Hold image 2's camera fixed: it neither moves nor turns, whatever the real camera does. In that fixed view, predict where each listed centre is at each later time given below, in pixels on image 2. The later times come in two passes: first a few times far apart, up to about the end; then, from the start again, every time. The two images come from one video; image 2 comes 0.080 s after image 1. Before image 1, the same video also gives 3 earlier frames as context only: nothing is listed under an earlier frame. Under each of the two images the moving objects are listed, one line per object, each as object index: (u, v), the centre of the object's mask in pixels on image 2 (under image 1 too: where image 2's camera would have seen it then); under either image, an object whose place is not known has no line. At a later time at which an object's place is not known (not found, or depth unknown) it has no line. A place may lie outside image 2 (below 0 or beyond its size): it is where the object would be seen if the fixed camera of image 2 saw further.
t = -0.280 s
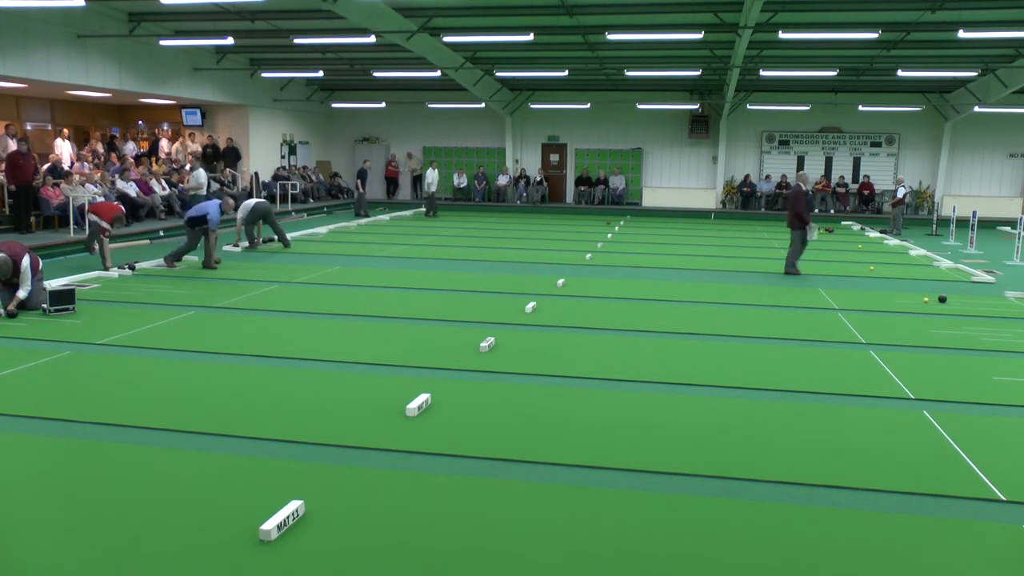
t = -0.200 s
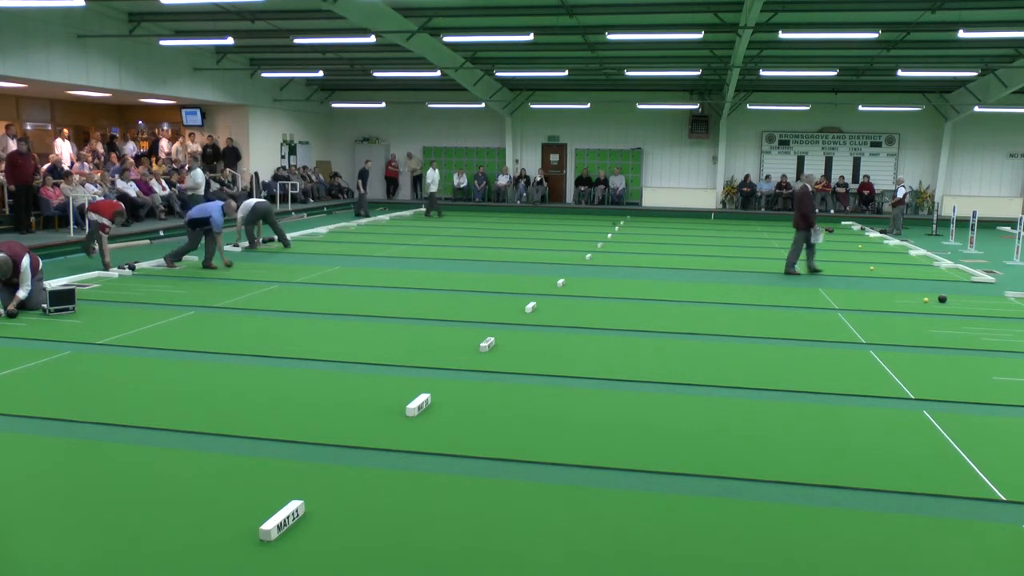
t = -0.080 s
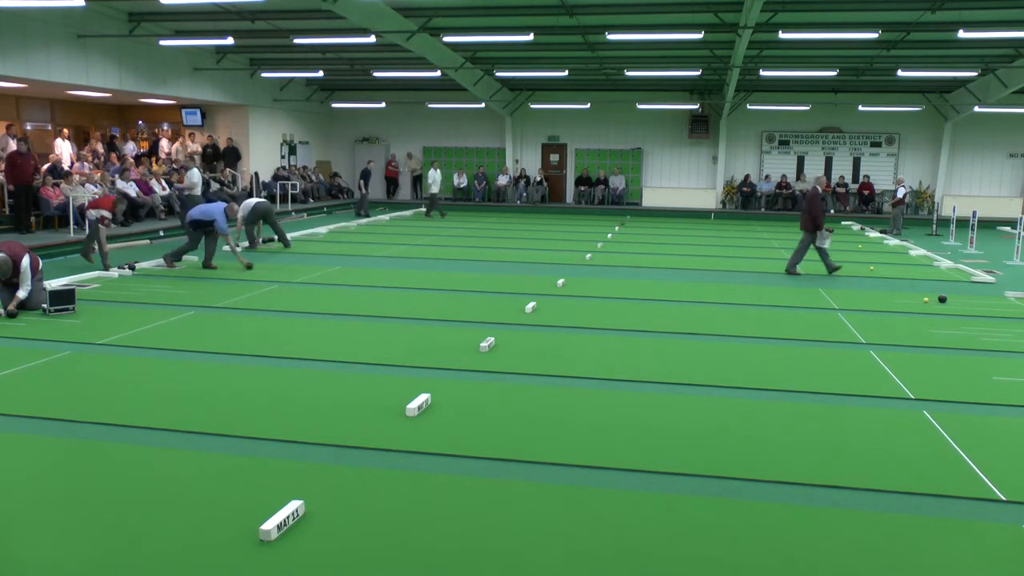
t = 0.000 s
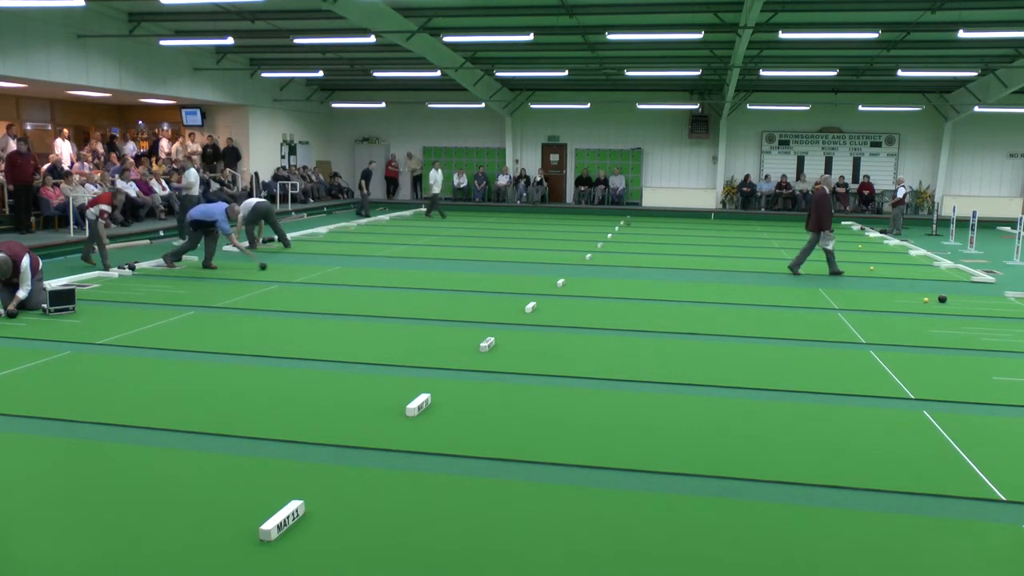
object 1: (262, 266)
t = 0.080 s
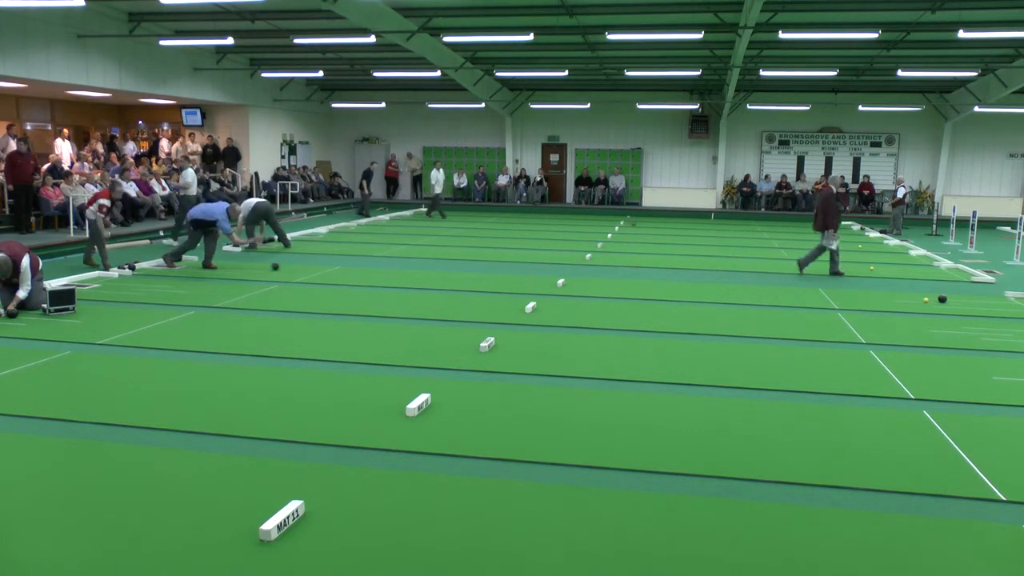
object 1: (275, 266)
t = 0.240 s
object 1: (297, 267)
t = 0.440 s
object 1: (324, 268)
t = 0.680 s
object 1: (356, 269)
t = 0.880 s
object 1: (383, 270)
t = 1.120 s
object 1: (413, 271)
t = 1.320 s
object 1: (439, 272)
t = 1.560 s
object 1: (468, 273)
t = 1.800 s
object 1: (497, 274)
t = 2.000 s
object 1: (520, 275)
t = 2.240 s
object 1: (547, 275)
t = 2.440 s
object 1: (570, 277)
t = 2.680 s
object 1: (595, 278)
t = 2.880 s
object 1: (616, 279)
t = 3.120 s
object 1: (639, 279)
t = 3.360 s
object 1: (662, 280)
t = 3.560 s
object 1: (680, 281)
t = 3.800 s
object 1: (700, 283)
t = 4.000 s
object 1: (717, 283)
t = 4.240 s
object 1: (735, 285)
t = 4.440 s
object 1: (750, 286)
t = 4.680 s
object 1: (767, 287)
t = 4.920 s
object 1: (783, 288)
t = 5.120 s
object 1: (796, 288)
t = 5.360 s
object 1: (810, 289)
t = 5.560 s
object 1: (821, 290)
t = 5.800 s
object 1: (833, 291)
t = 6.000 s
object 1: (843, 292)
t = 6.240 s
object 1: (853, 293)
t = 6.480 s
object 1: (863, 294)
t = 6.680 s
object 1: (870, 294)
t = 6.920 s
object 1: (876, 295)
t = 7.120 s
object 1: (881, 295)
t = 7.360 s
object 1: (885, 296)
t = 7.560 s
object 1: (889, 296)
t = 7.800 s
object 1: (891, 297)
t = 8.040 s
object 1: (892, 297)
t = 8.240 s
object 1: (892, 297)
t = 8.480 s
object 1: (893, 297)
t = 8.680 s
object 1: (893, 297)
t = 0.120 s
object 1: (280, 267)
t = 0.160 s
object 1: (286, 267)
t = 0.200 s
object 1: (292, 267)
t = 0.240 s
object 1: (297, 267)
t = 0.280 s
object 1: (303, 267)
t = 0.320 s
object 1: (308, 268)
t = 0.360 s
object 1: (314, 268)
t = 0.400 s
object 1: (319, 268)
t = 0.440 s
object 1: (324, 268)
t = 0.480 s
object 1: (330, 268)
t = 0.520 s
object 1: (335, 268)
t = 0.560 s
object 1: (340, 269)
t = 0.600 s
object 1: (346, 269)
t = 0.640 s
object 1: (351, 269)
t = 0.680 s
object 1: (356, 269)
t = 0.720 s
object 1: (362, 269)
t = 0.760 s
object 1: (367, 270)
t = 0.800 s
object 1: (372, 270)
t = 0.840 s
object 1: (378, 270)
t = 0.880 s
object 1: (383, 270)
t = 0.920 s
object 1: (388, 270)
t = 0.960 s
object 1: (393, 270)
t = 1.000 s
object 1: (398, 270)
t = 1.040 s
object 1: (403, 271)
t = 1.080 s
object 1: (408, 271)
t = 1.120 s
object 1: (413, 271)
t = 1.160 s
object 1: (418, 271)
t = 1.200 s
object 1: (424, 271)
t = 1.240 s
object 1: (429, 272)
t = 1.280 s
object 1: (434, 272)
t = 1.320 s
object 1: (439, 272)
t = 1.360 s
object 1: (444, 272)
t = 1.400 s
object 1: (449, 272)
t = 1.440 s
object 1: (454, 272)
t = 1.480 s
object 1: (459, 272)
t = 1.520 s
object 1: (464, 273)
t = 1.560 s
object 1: (468, 273)
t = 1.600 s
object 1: (473, 273)
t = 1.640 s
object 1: (478, 273)
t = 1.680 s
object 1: (483, 273)
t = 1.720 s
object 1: (488, 274)
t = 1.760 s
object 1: (493, 274)
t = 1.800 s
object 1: (497, 274)
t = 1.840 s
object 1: (502, 274)
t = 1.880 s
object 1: (507, 274)
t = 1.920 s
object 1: (511, 274)
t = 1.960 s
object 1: (516, 275)
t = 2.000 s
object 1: (520, 275)
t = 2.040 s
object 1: (525, 275)
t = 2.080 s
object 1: (530, 275)
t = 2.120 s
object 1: (535, 275)
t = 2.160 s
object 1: (539, 275)
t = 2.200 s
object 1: (543, 275)
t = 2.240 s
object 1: (547, 275)
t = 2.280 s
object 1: (552, 276)
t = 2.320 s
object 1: (557, 276)
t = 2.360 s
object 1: (561, 275)
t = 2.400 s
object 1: (566, 277)
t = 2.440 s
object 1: (570, 277)
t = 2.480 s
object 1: (574, 277)
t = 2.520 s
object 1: (579, 277)
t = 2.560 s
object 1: (583, 277)
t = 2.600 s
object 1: (587, 278)
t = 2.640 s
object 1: (591, 277)
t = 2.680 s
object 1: (595, 278)
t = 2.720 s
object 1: (599, 278)
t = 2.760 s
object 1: (603, 278)
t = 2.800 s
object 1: (608, 278)
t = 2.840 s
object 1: (612, 278)
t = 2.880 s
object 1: (616, 279)
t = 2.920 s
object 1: (620, 279)
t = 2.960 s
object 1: (623, 279)
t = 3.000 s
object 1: (627, 279)
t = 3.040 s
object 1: (631, 279)
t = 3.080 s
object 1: (635, 279)
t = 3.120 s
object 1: (639, 279)
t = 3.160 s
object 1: (643, 279)
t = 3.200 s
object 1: (646, 280)
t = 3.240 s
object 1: (650, 280)
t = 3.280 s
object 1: (654, 280)
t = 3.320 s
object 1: (658, 280)
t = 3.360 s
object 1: (662, 280)
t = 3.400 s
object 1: (665, 280)
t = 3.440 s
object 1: (669, 280)
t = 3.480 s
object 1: (672, 281)
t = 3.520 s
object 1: (676, 281)
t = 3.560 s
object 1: (680, 281)
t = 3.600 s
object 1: (683, 282)
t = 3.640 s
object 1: (686, 282)
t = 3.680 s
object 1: (690, 282)
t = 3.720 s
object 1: (693, 282)
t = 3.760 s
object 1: (697, 282)
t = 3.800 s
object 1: (700, 283)
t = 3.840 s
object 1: (703, 283)
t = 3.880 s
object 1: (707, 283)
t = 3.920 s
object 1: (710, 283)
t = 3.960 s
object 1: (713, 283)
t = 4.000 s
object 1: (717, 283)
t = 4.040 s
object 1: (720, 284)
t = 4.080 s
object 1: (722, 285)
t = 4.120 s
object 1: (726, 284)
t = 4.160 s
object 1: (729, 284)
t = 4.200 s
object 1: (732, 284)
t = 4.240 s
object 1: (735, 285)
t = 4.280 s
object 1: (738, 285)
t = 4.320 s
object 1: (741, 285)
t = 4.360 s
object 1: (744, 285)
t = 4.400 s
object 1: (747, 285)
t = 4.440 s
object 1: (750, 286)
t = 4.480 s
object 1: (753, 286)
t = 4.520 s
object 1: (756, 286)
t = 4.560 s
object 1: (759, 286)
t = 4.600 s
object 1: (762, 287)
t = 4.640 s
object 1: (764, 287)
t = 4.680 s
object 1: (767, 287)
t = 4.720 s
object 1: (770, 287)
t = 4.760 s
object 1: (773, 287)
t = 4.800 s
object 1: (775, 287)
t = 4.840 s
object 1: (778, 287)
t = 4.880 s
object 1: (780, 287)
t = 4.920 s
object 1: (783, 288)
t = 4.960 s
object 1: (786, 288)
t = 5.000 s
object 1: (788, 288)
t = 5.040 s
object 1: (791, 288)
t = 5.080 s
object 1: (793, 288)
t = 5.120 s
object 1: (796, 288)
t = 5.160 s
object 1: (798, 288)
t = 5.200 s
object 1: (801, 288)
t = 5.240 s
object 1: (803, 289)
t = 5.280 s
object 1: (806, 289)
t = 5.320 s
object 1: (808, 289)
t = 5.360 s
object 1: (810, 289)
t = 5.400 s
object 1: (812, 289)
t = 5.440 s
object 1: (815, 289)
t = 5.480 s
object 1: (817, 290)
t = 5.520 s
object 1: (819, 290)
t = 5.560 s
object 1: (821, 290)
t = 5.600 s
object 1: (824, 290)
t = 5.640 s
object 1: (825, 291)
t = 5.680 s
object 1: (827, 291)
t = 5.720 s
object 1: (829, 291)
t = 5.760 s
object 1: (831, 291)
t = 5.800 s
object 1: (833, 291)
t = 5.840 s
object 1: (836, 291)
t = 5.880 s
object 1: (837, 291)
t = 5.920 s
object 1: (839, 292)
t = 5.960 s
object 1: (841, 292)
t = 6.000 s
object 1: (843, 292)
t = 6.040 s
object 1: (845, 292)
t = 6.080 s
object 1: (847, 292)
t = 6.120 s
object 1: (848, 293)
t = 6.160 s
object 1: (850, 292)
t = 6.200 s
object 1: (852, 293)
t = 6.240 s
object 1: (853, 293)
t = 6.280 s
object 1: (855, 293)
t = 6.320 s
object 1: (857, 293)
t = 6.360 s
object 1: (858, 293)
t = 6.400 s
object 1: (860, 293)
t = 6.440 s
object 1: (861, 294)
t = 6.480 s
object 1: (863, 294)
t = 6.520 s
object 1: (864, 294)
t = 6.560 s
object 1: (866, 294)
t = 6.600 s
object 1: (867, 294)
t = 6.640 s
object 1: (868, 294)
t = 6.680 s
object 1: (870, 294)
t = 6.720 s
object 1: (871, 294)
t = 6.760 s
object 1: (872, 294)
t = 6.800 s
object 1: (873, 294)
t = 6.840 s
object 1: (874, 295)
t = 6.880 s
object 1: (875, 295)
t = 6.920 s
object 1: (876, 295)
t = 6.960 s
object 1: (877, 295)
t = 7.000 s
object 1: (878, 295)
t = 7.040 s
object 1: (879, 295)
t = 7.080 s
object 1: (880, 295)
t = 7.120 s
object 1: (881, 295)
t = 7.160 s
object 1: (882, 295)
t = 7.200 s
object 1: (883, 295)
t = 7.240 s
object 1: (883, 296)
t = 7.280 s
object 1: (884, 296)
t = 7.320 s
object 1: (885, 296)
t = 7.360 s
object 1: (885, 296)
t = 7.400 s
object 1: (886, 296)
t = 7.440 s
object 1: (887, 296)
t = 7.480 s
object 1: (887, 296)
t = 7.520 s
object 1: (888, 296)
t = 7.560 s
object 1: (889, 296)
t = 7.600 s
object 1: (889, 296)
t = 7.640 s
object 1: (889, 296)
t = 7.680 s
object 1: (890, 297)
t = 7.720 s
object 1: (890, 297)
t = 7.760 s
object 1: (890, 297)
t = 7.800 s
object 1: (891, 297)
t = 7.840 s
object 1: (891, 297)
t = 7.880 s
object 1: (891, 297)
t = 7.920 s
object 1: (891, 297)
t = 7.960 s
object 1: (892, 297)
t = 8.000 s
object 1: (892, 297)
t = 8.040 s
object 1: (892, 297)
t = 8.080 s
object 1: (892, 297)
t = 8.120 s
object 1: (892, 297)
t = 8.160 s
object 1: (892, 297)
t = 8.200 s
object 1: (892, 297)
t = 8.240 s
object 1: (892, 297)
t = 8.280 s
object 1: (893, 297)
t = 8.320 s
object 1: (893, 297)
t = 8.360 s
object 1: (893, 297)
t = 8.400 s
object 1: (893, 297)
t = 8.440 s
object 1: (893, 297)
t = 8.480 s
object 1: (893, 297)
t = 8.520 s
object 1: (893, 297)
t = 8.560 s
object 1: (893, 297)
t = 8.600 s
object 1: (893, 297)
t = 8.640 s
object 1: (893, 297)
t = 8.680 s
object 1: (893, 297)
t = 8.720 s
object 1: (893, 297)
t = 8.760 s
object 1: (893, 297)
